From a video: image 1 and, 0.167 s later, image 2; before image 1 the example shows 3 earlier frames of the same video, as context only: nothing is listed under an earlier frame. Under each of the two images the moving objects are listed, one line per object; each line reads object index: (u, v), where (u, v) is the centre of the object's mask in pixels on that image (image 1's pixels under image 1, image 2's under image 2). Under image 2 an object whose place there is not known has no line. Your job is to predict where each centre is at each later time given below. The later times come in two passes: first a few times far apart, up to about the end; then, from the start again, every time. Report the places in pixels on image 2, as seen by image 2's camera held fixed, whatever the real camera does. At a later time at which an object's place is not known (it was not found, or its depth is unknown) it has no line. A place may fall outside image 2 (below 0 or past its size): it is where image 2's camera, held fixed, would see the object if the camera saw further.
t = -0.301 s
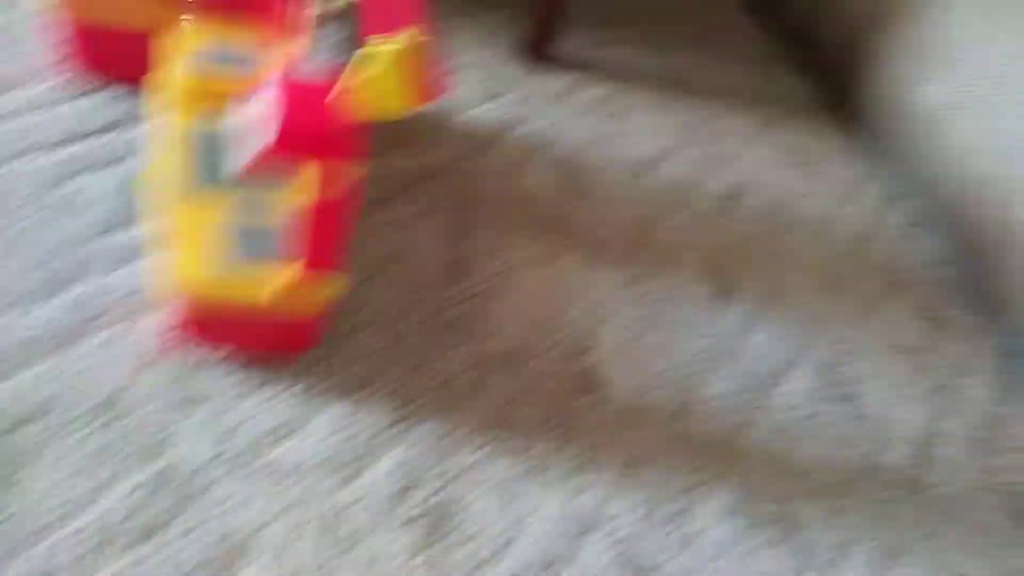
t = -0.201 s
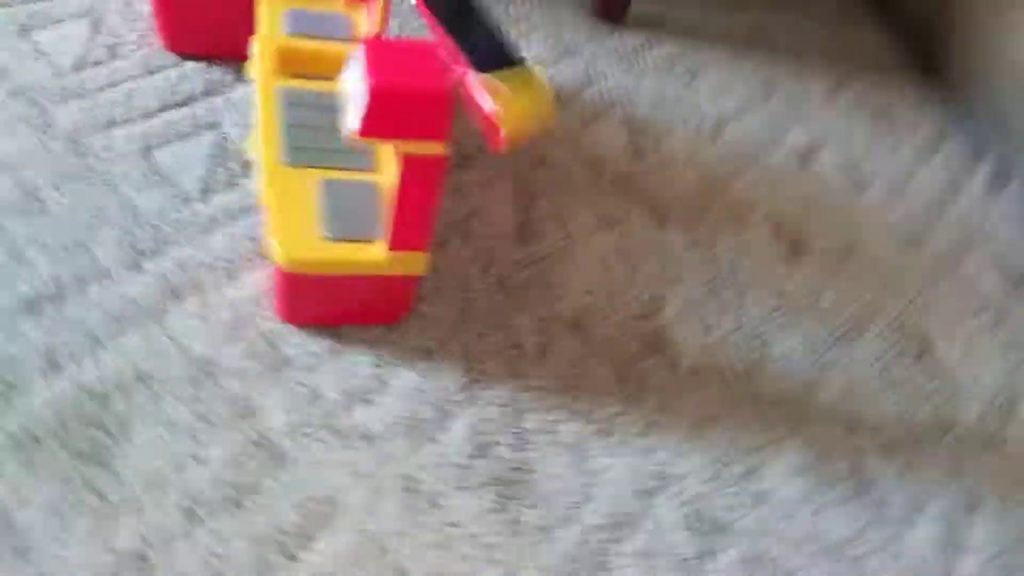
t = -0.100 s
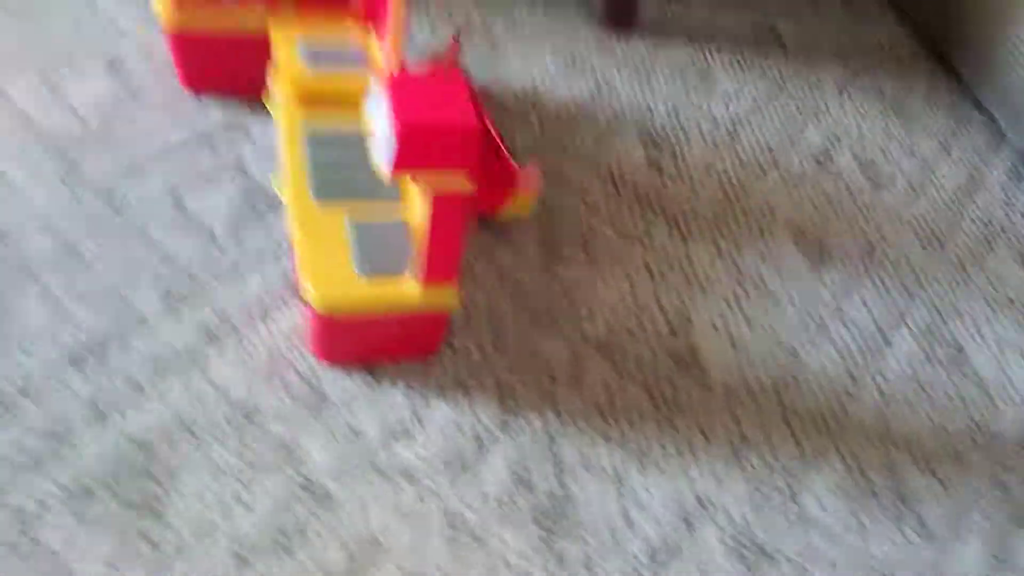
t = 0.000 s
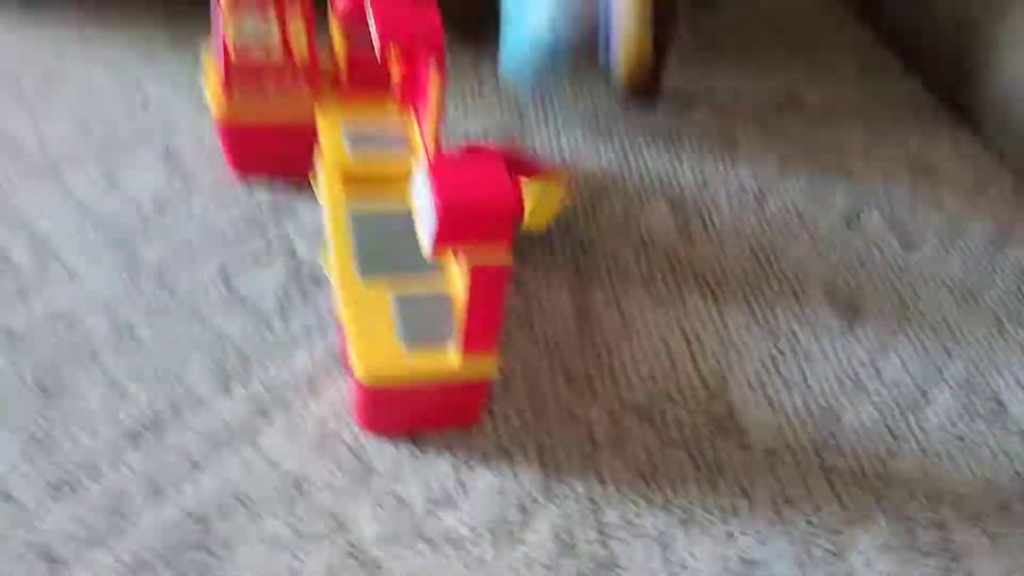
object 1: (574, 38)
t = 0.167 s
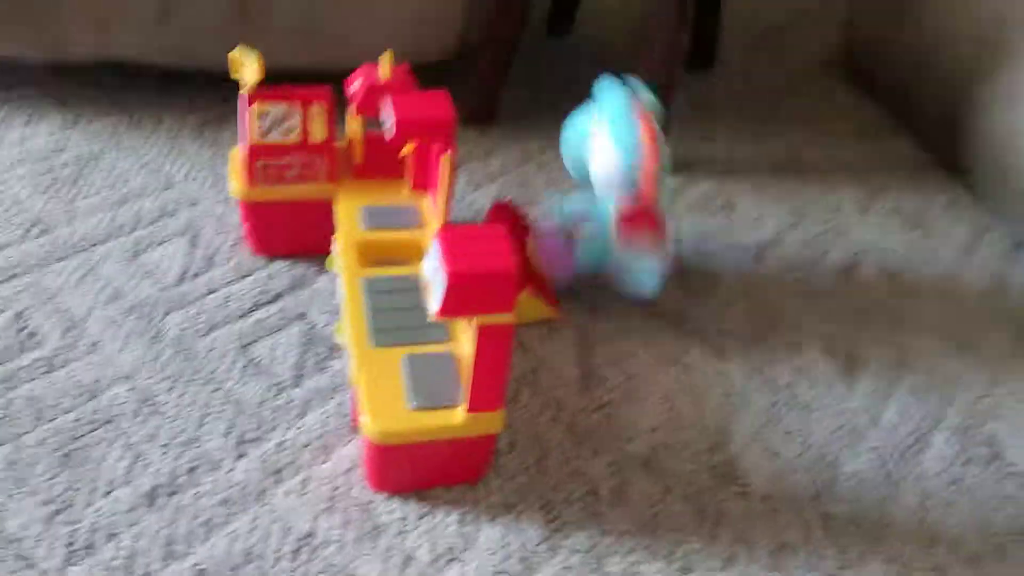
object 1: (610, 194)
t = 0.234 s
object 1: (641, 223)
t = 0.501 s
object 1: (680, 391)
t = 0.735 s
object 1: (670, 431)
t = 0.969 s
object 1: (691, 408)
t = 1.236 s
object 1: (690, 411)
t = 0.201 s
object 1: (628, 210)
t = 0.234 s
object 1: (641, 223)
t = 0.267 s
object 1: (654, 238)
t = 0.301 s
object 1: (665, 249)
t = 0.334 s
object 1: (675, 260)
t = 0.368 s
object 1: (685, 283)
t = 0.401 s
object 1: (693, 309)
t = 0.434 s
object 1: (695, 341)
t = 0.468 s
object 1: (687, 370)
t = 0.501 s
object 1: (680, 391)
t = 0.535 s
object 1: (679, 420)
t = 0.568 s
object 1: (675, 426)
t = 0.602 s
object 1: (674, 429)
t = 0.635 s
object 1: (671, 433)
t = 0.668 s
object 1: (669, 432)
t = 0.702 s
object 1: (669, 432)
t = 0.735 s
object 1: (670, 431)
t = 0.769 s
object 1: (671, 429)
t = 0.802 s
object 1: (674, 424)
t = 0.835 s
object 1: (676, 419)
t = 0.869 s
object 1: (682, 413)
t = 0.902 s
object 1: (690, 406)
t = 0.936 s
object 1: (692, 403)
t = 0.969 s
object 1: (691, 408)
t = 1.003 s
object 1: (690, 412)
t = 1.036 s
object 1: (690, 411)
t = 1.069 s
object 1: (690, 411)
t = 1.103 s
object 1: (690, 410)
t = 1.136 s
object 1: (690, 410)
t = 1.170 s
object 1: (690, 409)
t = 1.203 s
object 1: (691, 411)
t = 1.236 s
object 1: (690, 411)
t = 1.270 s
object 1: (690, 411)
